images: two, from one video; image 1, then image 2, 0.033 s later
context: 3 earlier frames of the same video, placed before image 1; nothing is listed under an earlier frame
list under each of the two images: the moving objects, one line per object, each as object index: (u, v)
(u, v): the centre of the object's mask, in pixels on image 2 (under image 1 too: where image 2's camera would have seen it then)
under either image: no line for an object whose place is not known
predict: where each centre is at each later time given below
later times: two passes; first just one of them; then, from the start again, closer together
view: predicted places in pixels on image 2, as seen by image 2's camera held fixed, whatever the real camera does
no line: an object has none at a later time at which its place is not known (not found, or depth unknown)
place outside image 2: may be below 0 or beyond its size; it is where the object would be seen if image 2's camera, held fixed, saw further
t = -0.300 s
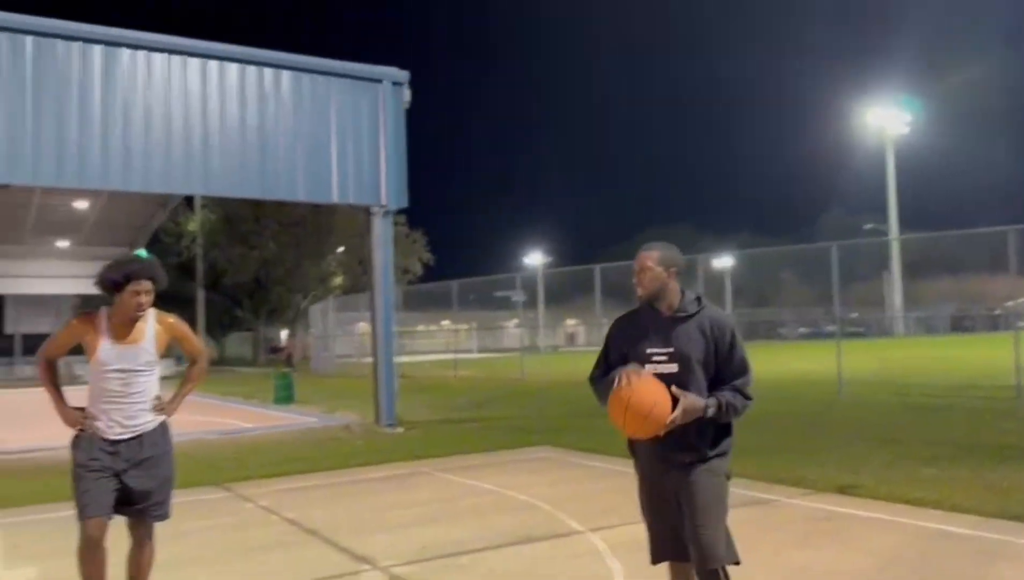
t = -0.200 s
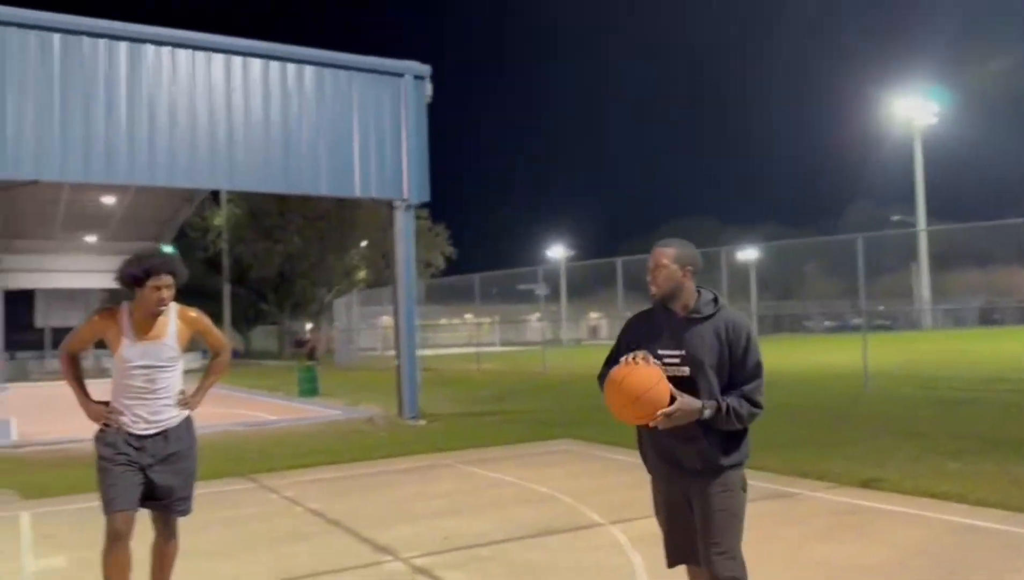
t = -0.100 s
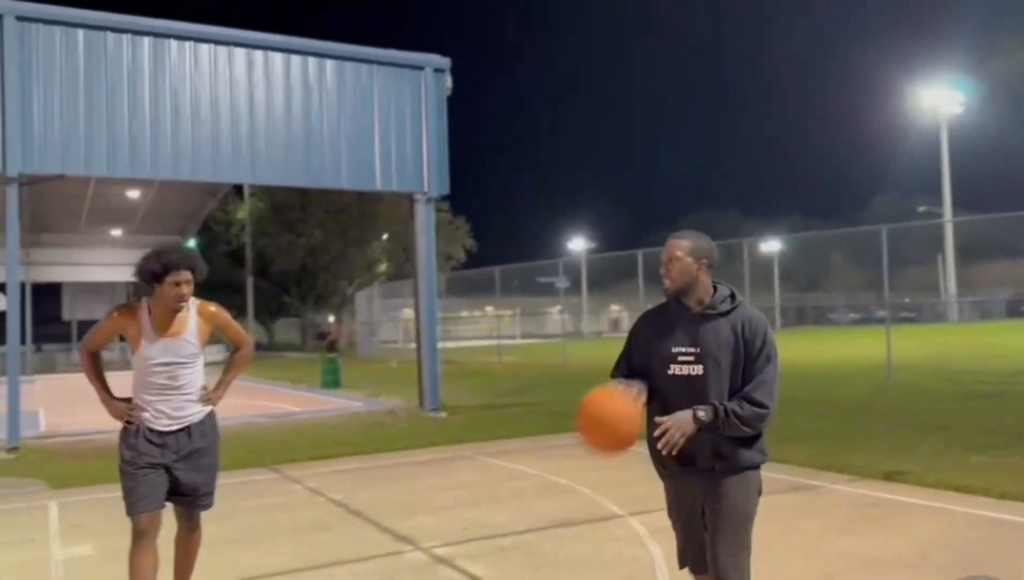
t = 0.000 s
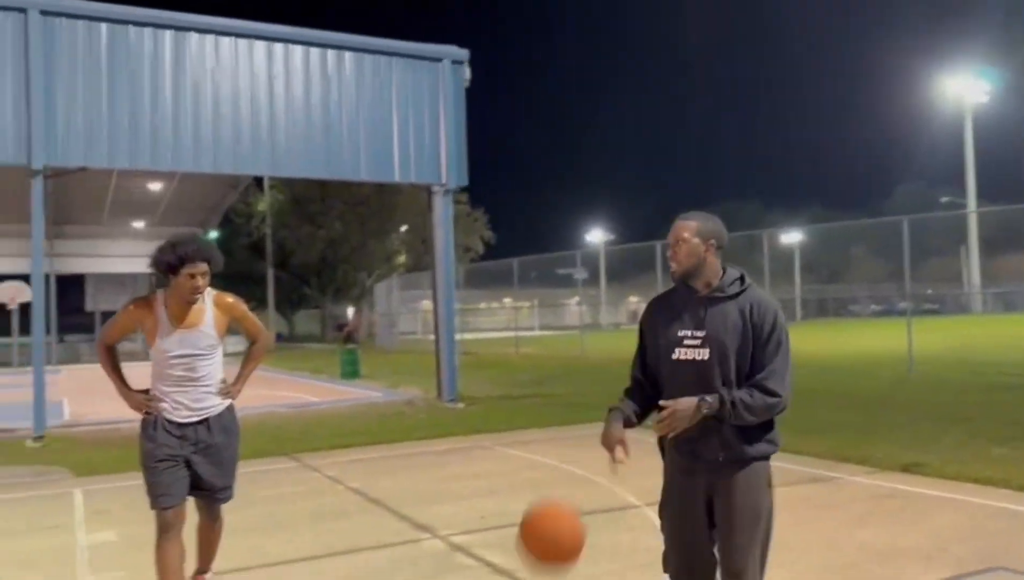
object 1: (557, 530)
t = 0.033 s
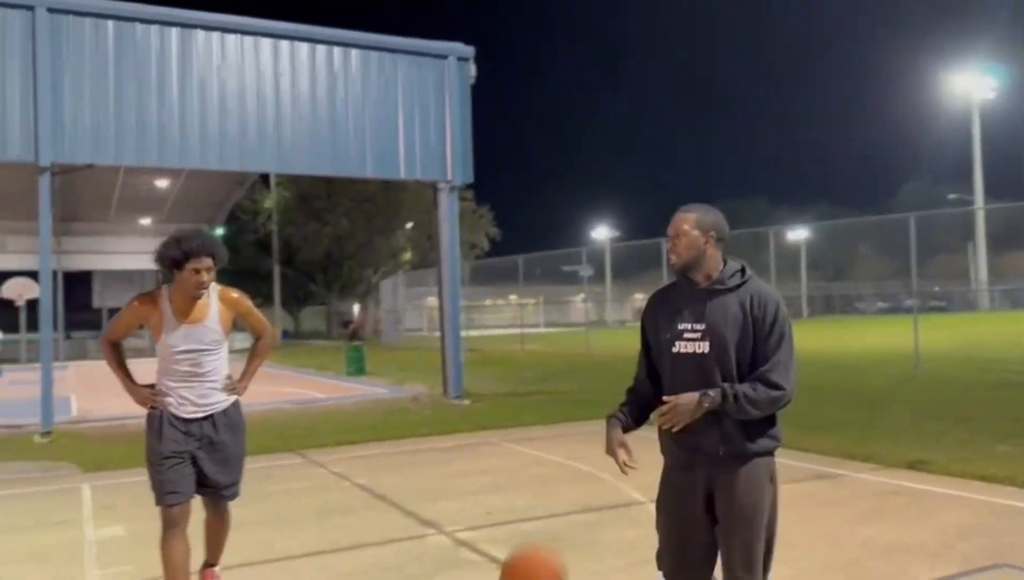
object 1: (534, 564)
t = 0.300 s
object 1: (417, 445)
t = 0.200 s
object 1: (450, 558)
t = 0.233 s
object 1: (439, 516)
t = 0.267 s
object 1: (428, 478)
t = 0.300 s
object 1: (417, 445)
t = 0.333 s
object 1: (408, 419)
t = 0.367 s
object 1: (399, 397)
